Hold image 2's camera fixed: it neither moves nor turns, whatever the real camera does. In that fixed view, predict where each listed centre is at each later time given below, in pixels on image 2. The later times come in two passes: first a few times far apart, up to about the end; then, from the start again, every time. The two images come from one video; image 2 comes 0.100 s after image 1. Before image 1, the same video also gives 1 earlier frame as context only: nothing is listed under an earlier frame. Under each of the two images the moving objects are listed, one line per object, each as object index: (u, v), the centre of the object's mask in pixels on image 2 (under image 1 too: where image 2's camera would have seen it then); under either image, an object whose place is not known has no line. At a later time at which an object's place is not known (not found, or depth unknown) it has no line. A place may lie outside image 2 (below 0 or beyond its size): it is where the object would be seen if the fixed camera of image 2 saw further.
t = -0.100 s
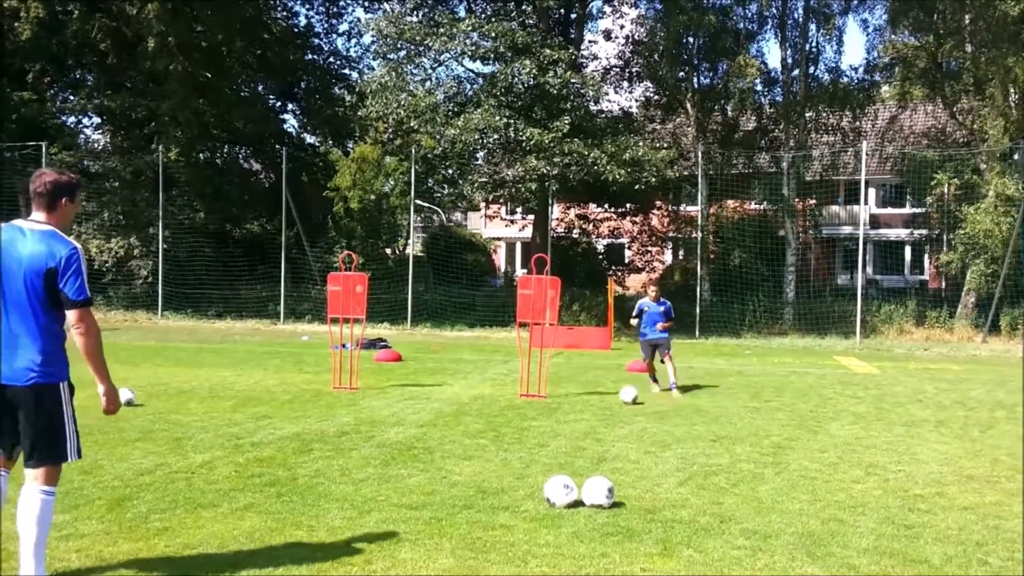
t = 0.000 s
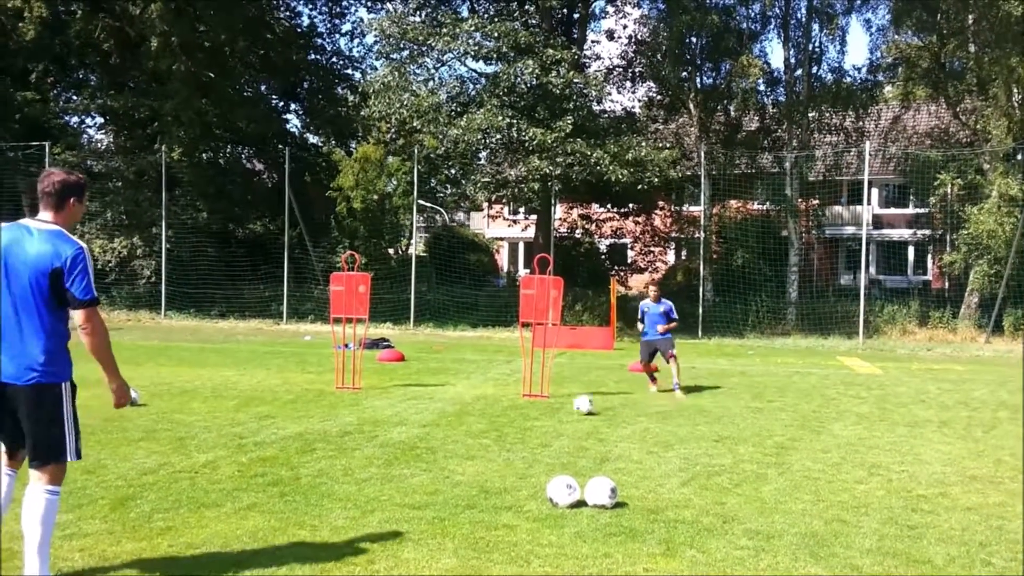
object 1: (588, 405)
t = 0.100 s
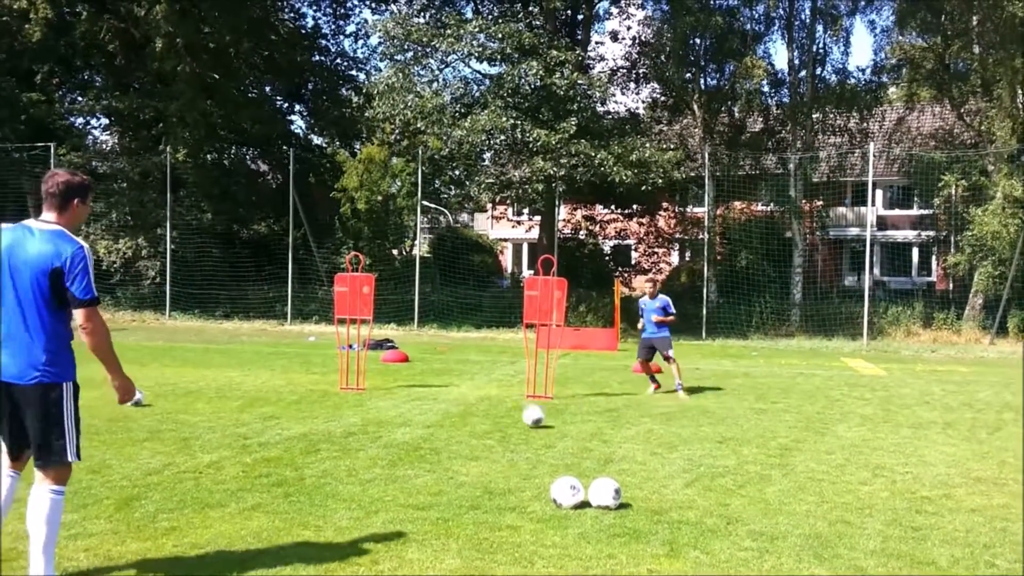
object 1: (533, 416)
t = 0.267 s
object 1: (428, 436)
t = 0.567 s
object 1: (184, 488)
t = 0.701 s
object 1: (60, 509)
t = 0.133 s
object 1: (512, 420)
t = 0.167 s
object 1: (492, 426)
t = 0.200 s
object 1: (472, 428)
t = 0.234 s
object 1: (450, 432)
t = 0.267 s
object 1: (428, 436)
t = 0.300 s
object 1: (403, 442)
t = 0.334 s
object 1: (378, 448)
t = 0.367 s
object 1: (352, 453)
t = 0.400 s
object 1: (328, 456)
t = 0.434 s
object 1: (302, 461)
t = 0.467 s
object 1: (275, 466)
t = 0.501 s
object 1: (245, 473)
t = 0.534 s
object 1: (214, 481)
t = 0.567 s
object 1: (184, 488)
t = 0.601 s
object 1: (155, 491)
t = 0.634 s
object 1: (125, 495)
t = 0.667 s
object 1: (94, 499)
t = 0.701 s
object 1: (60, 509)
